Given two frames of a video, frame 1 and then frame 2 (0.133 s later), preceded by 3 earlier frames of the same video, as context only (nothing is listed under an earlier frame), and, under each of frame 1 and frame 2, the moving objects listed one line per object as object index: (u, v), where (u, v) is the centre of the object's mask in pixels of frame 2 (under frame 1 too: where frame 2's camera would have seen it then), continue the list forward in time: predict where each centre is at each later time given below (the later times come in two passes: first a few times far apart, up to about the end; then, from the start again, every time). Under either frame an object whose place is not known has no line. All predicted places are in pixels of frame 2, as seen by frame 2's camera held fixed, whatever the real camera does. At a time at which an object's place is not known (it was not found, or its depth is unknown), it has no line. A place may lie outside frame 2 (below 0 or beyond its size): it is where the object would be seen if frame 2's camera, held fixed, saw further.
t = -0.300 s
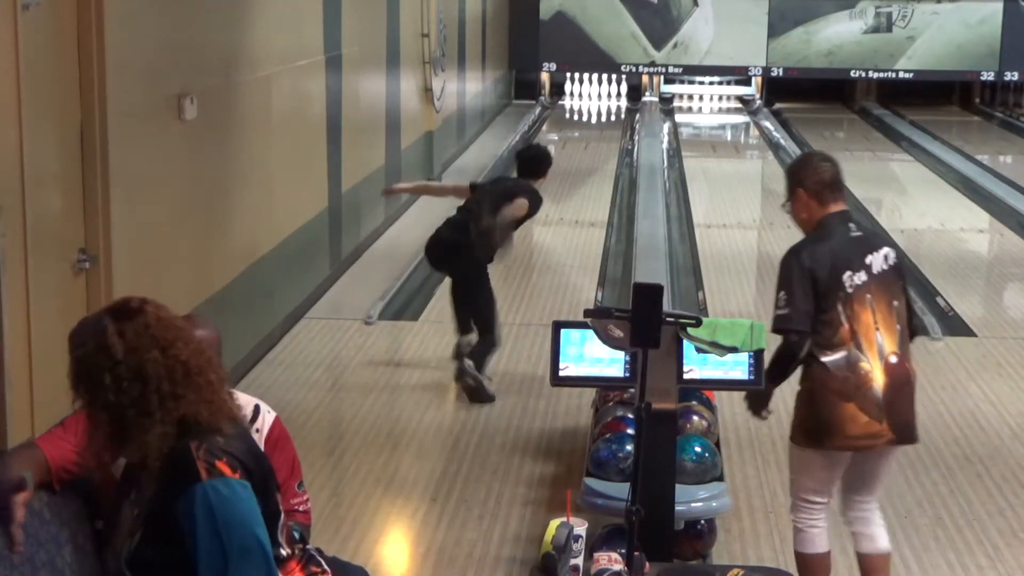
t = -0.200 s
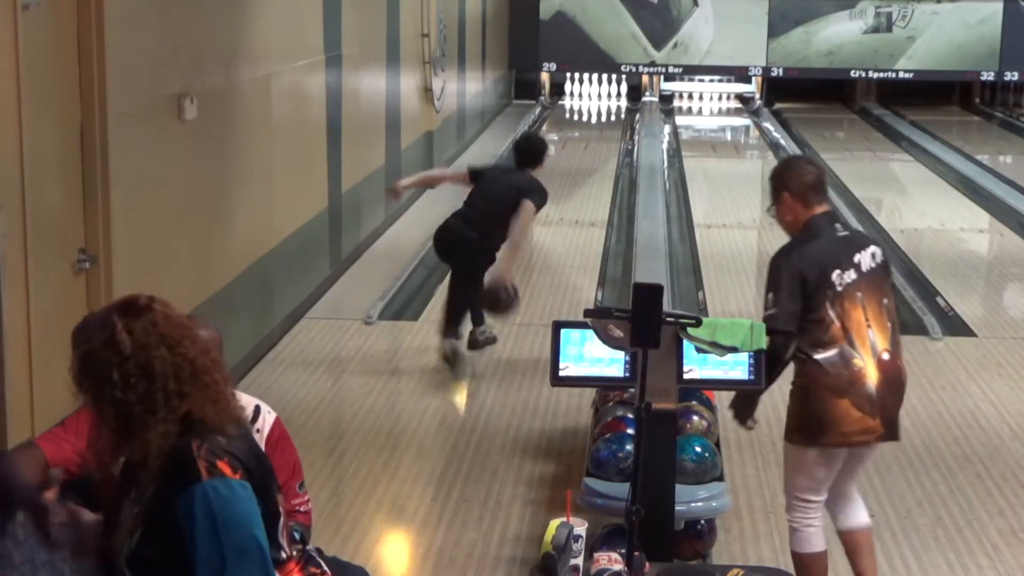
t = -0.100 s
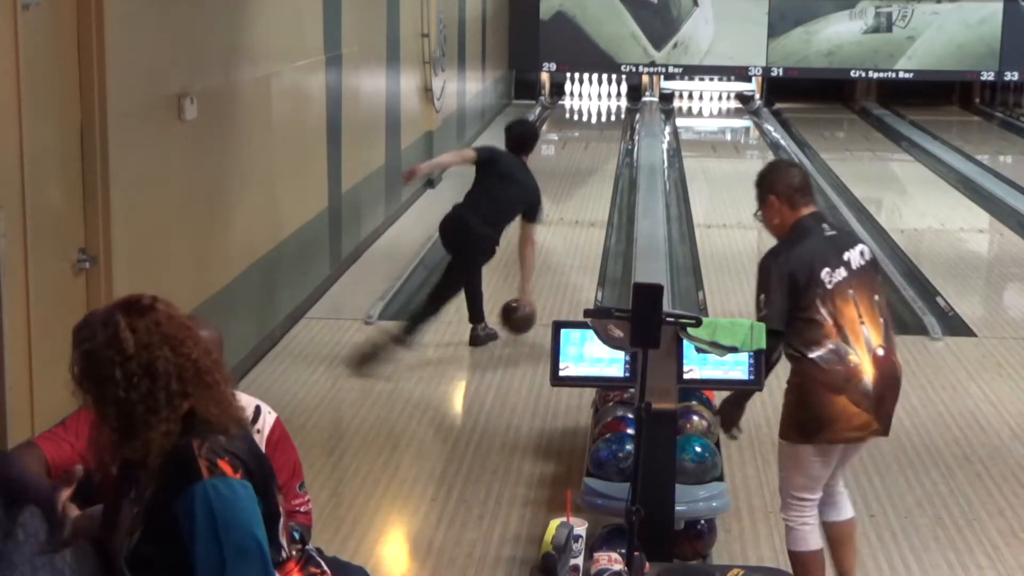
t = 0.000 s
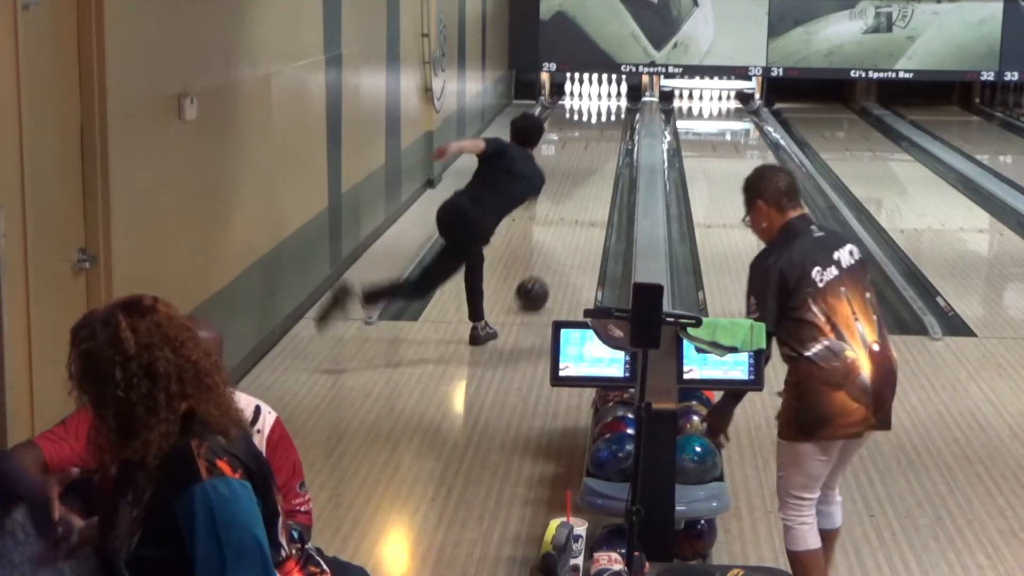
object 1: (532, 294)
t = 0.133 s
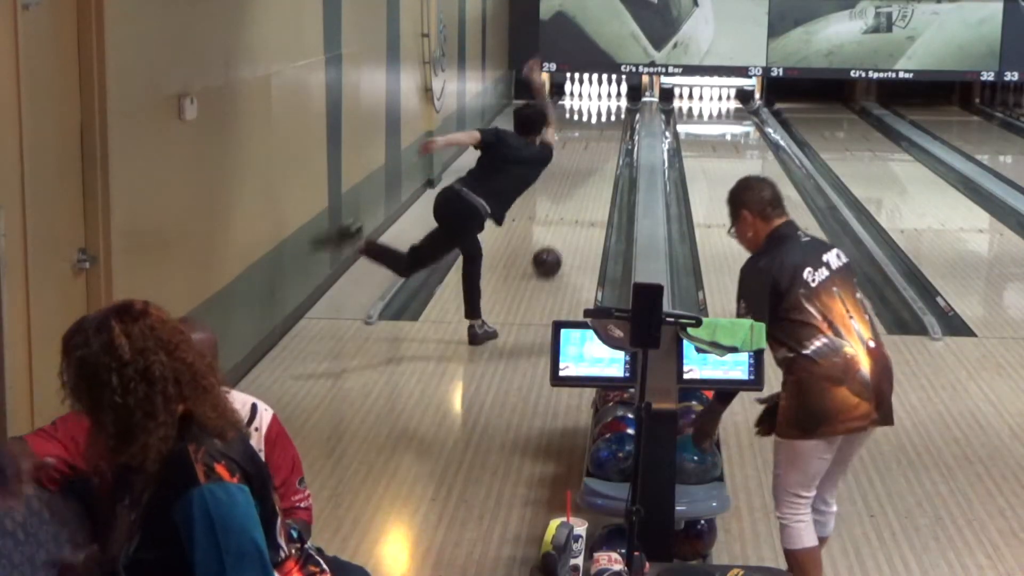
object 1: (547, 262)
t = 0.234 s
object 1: (556, 242)
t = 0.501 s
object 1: (574, 199)
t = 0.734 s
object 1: (585, 171)
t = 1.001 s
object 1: (594, 146)
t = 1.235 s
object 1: (600, 130)
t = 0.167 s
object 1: (550, 255)
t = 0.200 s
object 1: (553, 248)
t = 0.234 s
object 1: (556, 242)
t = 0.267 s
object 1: (558, 236)
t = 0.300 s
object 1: (561, 229)
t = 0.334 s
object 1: (563, 224)
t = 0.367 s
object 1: (566, 218)
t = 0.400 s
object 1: (568, 213)
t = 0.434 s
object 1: (570, 209)
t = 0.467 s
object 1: (572, 204)
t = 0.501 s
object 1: (574, 199)
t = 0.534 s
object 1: (576, 194)
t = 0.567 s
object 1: (577, 190)
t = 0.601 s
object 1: (579, 186)
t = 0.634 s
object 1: (581, 182)
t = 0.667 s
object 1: (582, 178)
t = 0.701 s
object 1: (583, 175)
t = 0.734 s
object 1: (585, 171)
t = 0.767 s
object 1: (586, 168)
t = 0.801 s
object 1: (588, 165)
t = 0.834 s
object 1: (589, 162)
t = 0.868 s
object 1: (591, 160)
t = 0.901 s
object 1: (593, 158)
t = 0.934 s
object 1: (597, 155)
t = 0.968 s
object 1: (595, 147)
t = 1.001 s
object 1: (594, 146)
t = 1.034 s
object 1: (595, 144)
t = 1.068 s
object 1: (596, 142)
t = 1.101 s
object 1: (597, 139)
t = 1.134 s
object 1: (597, 137)
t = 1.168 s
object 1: (598, 134)
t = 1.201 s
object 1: (599, 132)
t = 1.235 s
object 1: (600, 130)
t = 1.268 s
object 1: (600, 128)
